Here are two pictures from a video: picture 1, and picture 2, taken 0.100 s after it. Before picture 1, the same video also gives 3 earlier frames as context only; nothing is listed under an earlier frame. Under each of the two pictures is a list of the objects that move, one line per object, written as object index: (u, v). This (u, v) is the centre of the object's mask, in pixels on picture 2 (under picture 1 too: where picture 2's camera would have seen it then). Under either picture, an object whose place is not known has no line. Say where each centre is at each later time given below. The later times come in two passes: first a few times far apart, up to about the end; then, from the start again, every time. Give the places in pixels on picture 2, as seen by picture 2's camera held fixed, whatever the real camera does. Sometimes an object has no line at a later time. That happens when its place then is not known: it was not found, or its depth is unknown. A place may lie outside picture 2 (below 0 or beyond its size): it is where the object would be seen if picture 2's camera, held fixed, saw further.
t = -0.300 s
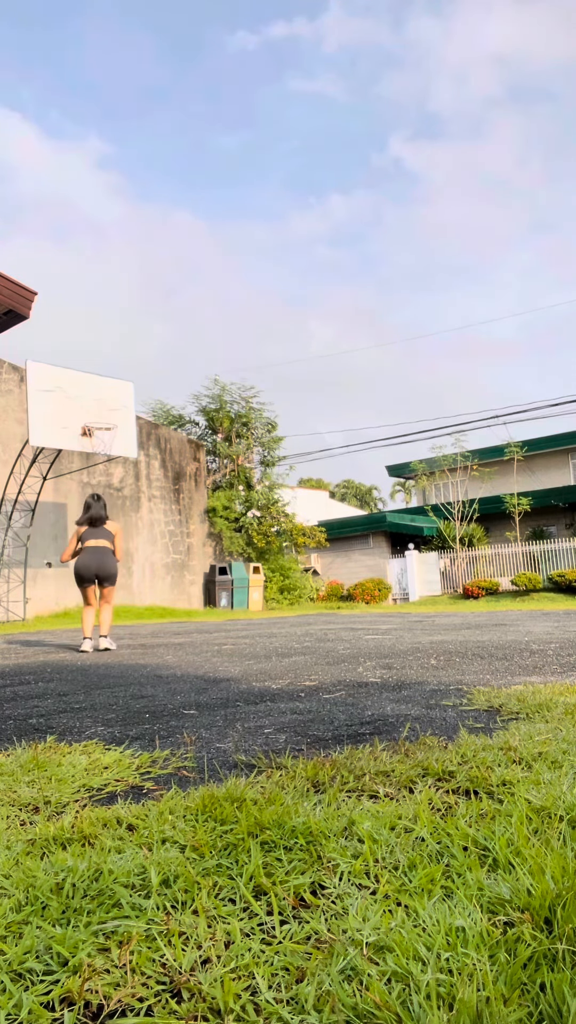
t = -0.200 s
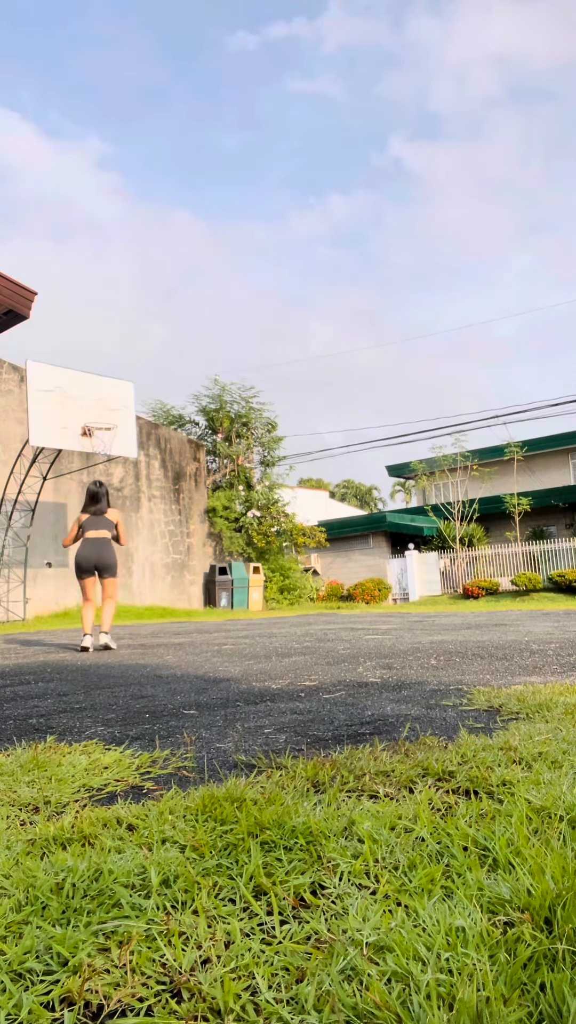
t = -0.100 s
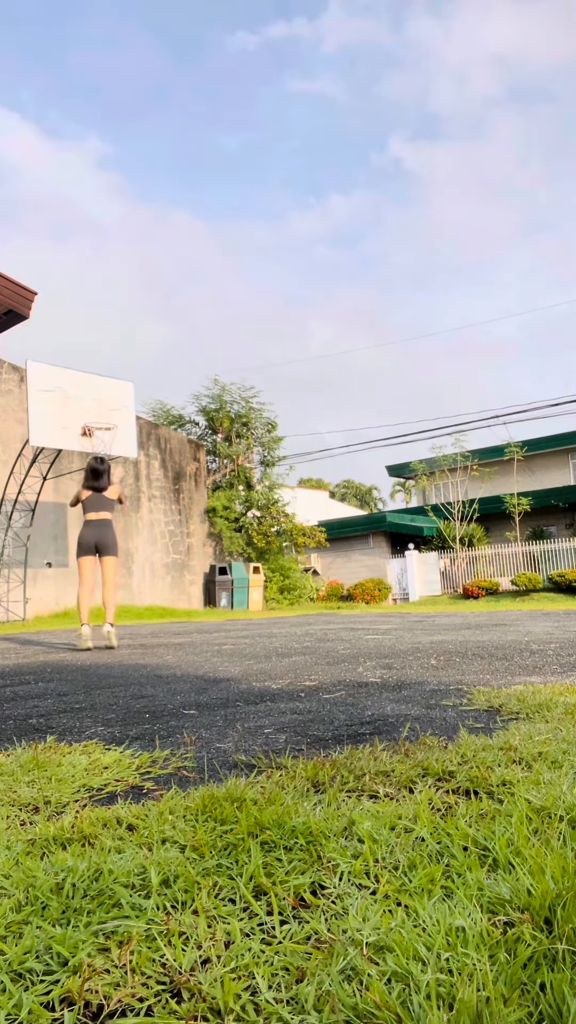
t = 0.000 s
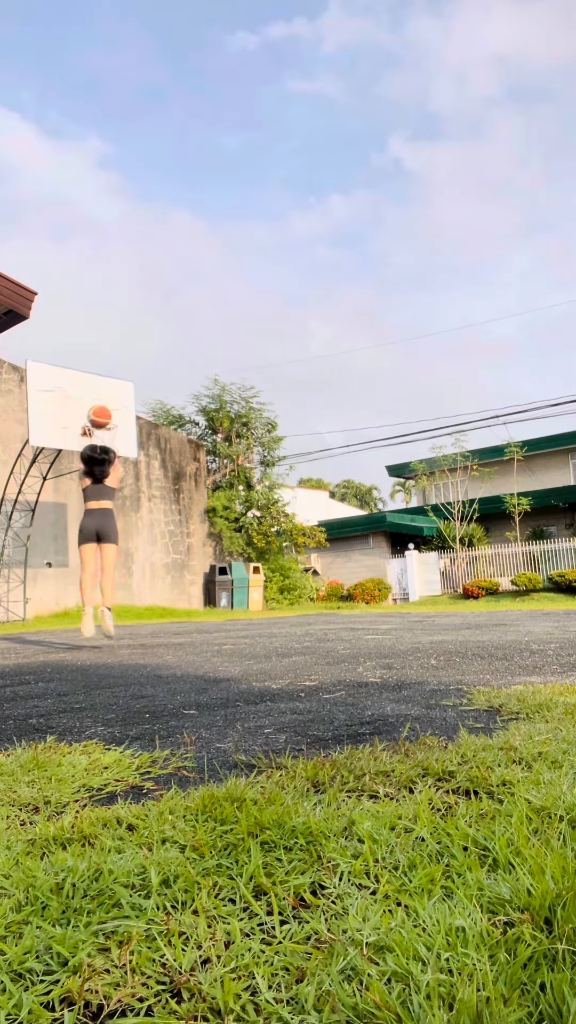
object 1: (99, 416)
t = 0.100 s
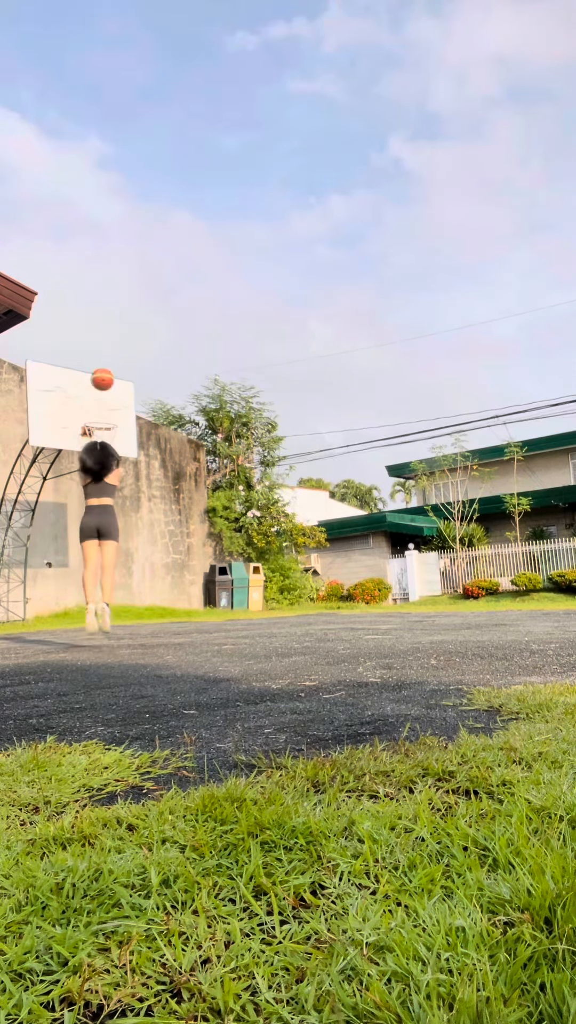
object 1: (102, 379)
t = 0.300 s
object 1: (108, 342)
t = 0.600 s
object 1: (117, 350)
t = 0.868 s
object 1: (127, 406)
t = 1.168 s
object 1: (136, 509)
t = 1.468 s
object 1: (147, 600)
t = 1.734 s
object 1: (155, 527)
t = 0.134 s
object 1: (103, 370)
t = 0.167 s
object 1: (104, 362)
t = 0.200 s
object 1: (105, 355)
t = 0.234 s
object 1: (106, 350)
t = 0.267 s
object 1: (107, 345)
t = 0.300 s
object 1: (108, 342)
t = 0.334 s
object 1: (109, 339)
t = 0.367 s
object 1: (110, 338)
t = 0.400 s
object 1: (111, 337)
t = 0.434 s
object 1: (112, 338)
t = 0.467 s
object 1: (113, 339)
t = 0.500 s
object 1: (114, 341)
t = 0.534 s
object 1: (115, 343)
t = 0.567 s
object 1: (116, 346)
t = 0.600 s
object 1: (117, 350)
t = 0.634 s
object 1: (119, 355)
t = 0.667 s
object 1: (120, 360)
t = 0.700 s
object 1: (121, 367)
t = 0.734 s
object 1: (122, 373)
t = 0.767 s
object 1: (123, 380)
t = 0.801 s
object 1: (125, 388)
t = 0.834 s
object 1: (126, 397)
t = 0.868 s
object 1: (127, 406)
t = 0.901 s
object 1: (128, 415)
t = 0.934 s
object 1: (129, 425)
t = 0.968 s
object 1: (130, 436)
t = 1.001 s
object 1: (130, 447)
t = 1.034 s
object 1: (131, 459)
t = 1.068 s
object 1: (133, 470)
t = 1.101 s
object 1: (134, 484)
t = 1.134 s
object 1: (135, 497)
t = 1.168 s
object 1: (136, 509)
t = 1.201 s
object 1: (137, 524)
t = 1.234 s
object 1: (139, 537)
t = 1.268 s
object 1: (140, 552)
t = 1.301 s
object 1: (143, 567)
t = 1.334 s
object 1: (143, 582)
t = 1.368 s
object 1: (144, 598)
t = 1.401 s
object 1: (145, 613)
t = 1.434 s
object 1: (146, 612)
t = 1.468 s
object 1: (147, 600)
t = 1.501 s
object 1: (147, 588)
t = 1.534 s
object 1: (147, 577)
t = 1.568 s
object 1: (148, 568)
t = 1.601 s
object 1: (150, 557)
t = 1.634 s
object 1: (150, 549)
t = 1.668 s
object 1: (152, 541)
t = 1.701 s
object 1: (154, 534)
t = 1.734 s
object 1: (155, 527)
